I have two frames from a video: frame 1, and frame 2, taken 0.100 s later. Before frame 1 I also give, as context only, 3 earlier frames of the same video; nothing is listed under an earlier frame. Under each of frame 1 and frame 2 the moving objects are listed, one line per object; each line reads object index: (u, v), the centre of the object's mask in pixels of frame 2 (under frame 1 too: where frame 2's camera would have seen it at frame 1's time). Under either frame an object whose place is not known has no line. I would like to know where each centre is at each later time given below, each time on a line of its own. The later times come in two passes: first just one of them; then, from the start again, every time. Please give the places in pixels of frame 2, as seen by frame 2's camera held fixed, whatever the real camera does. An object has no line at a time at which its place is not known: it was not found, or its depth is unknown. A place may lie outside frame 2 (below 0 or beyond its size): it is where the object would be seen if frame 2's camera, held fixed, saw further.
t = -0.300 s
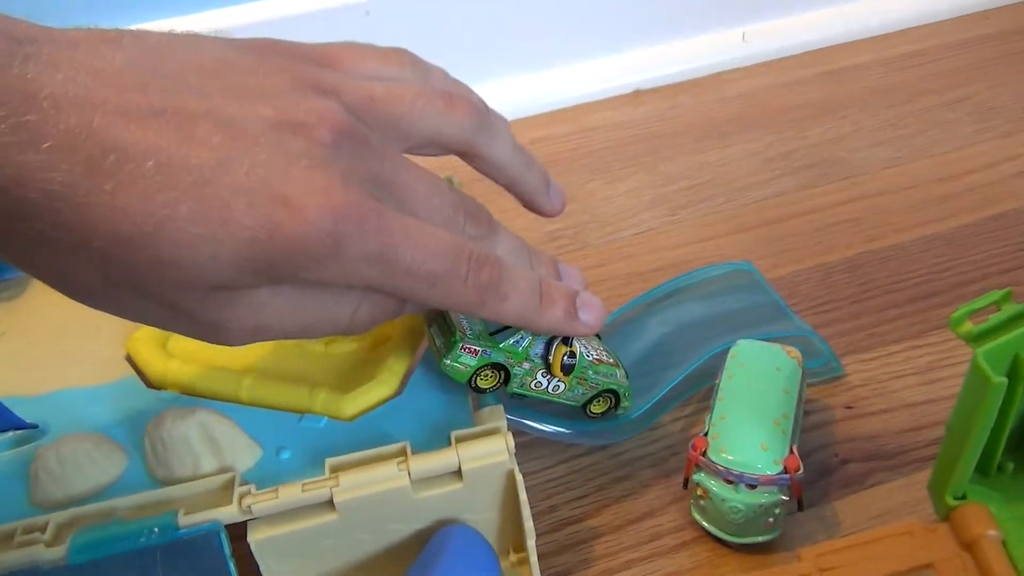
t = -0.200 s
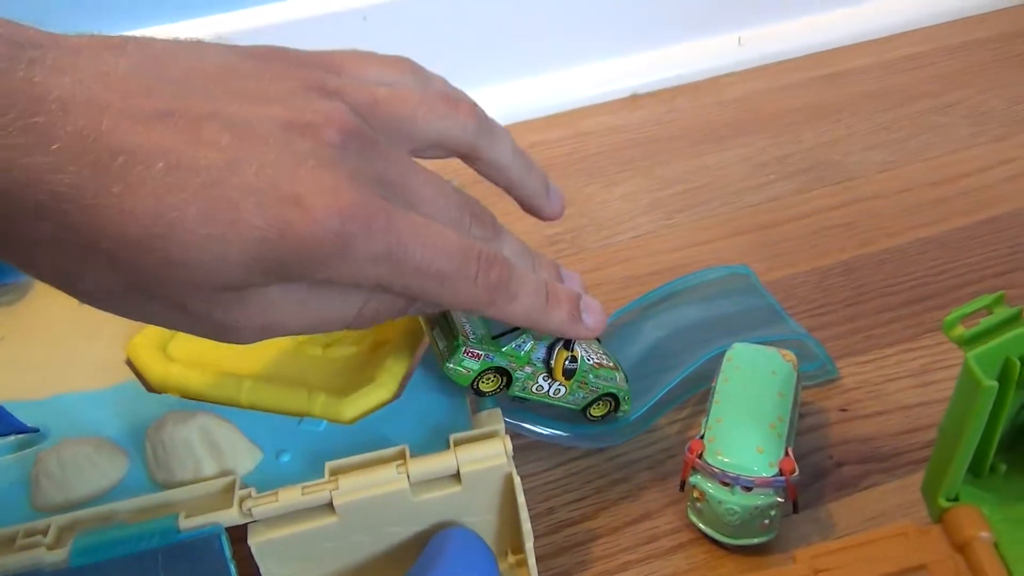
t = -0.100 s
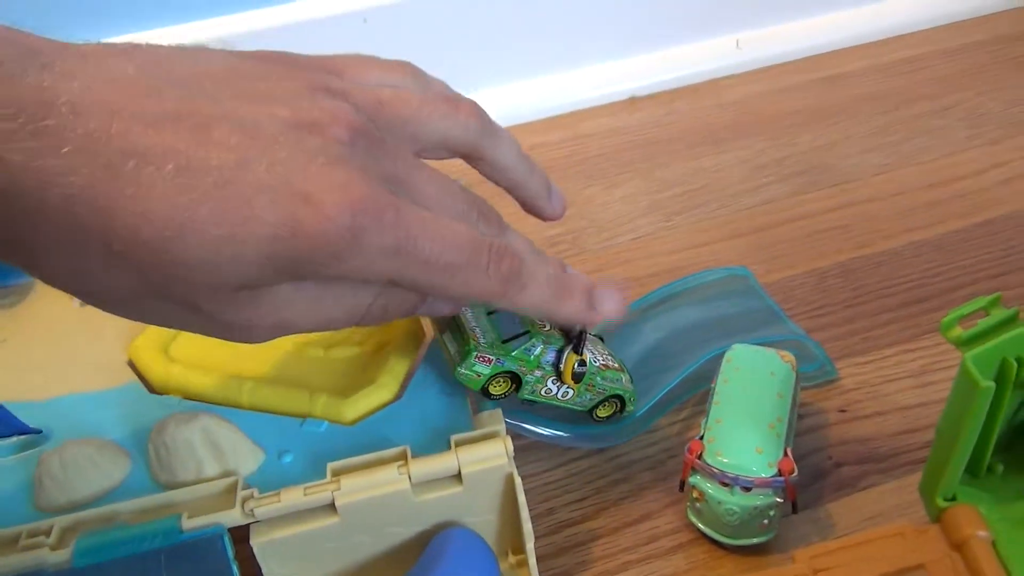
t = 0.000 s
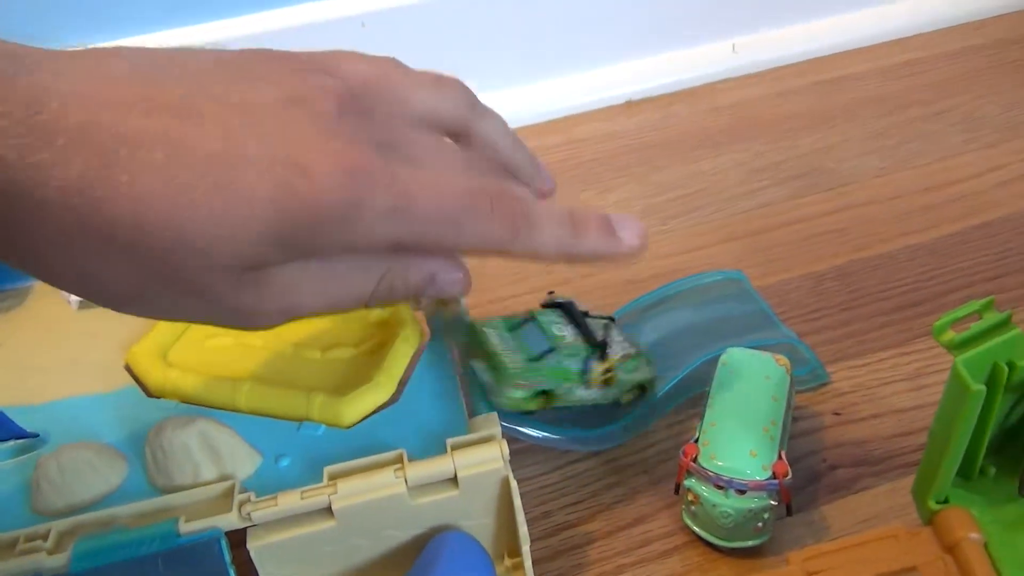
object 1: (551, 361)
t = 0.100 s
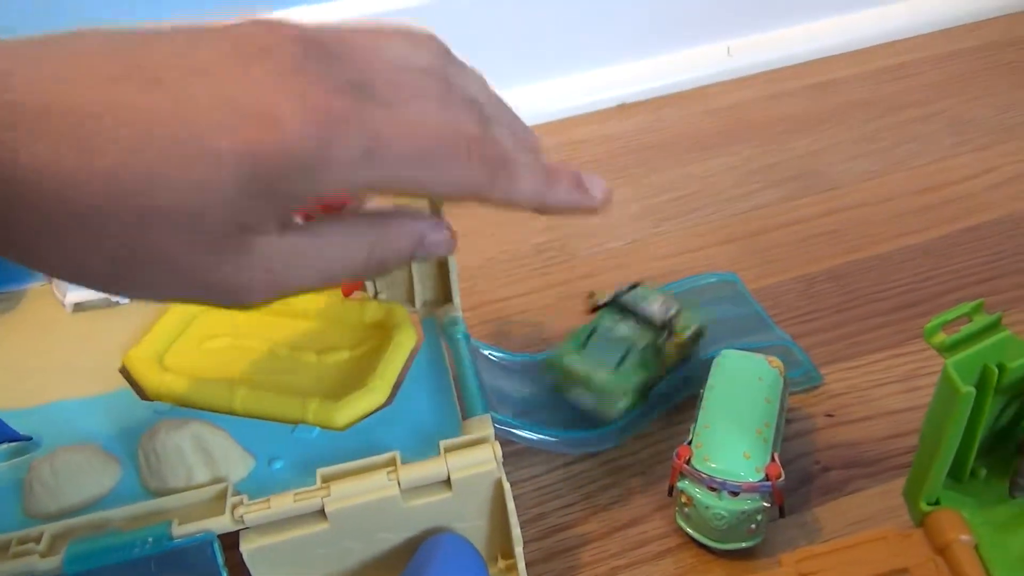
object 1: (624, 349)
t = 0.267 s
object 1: (751, 270)
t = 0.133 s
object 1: (646, 332)
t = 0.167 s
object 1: (672, 311)
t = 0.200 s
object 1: (697, 294)
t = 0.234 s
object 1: (721, 283)
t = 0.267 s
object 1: (751, 270)
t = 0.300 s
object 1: (780, 263)
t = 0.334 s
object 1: (811, 261)
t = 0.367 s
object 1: (835, 255)
